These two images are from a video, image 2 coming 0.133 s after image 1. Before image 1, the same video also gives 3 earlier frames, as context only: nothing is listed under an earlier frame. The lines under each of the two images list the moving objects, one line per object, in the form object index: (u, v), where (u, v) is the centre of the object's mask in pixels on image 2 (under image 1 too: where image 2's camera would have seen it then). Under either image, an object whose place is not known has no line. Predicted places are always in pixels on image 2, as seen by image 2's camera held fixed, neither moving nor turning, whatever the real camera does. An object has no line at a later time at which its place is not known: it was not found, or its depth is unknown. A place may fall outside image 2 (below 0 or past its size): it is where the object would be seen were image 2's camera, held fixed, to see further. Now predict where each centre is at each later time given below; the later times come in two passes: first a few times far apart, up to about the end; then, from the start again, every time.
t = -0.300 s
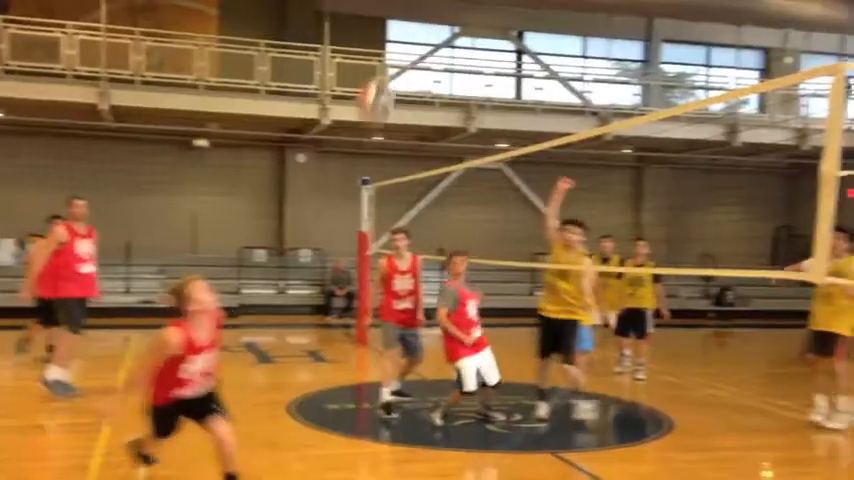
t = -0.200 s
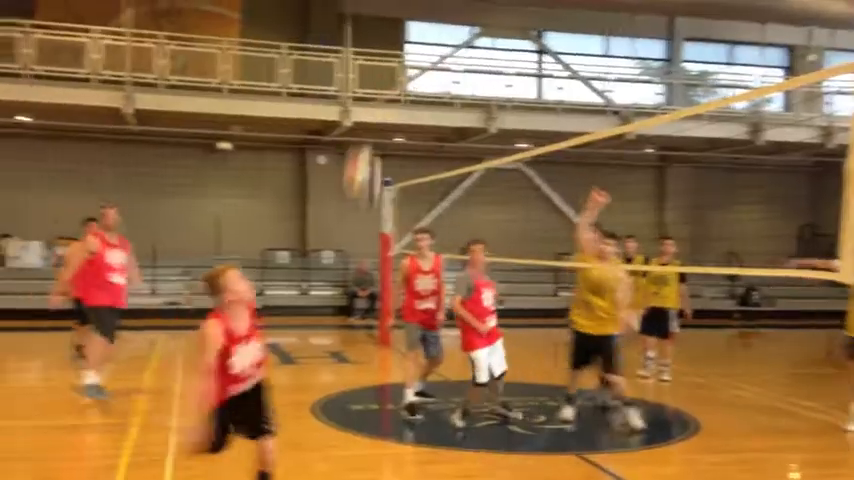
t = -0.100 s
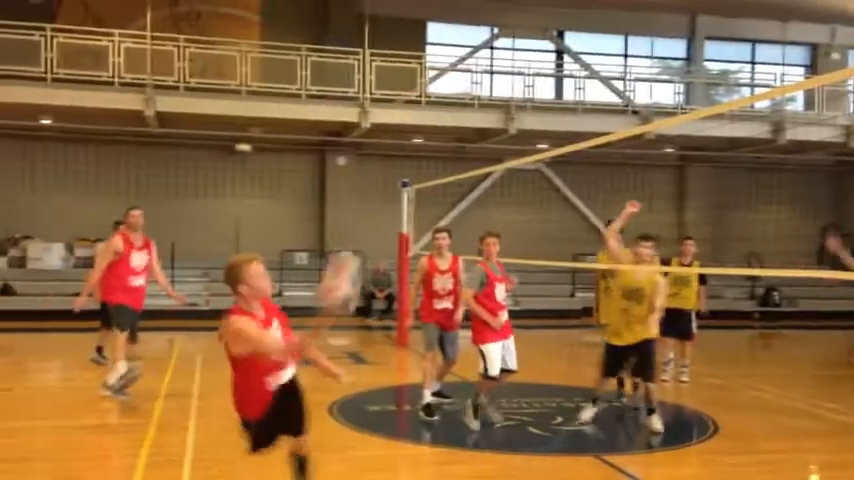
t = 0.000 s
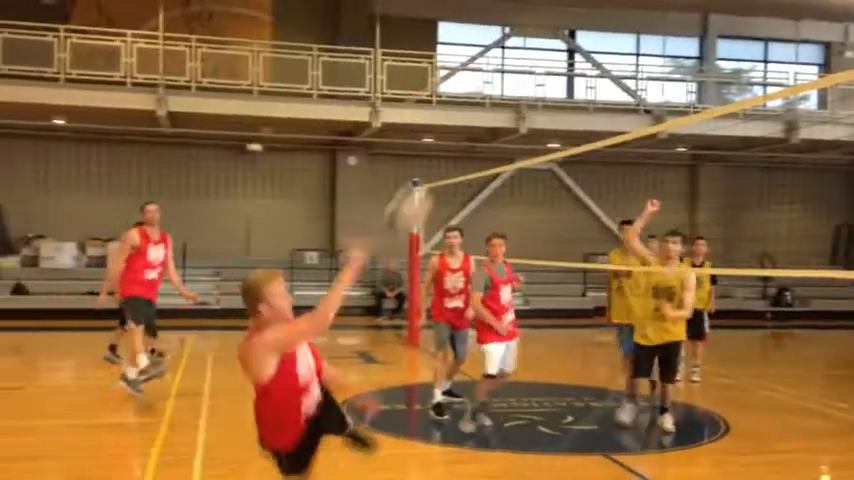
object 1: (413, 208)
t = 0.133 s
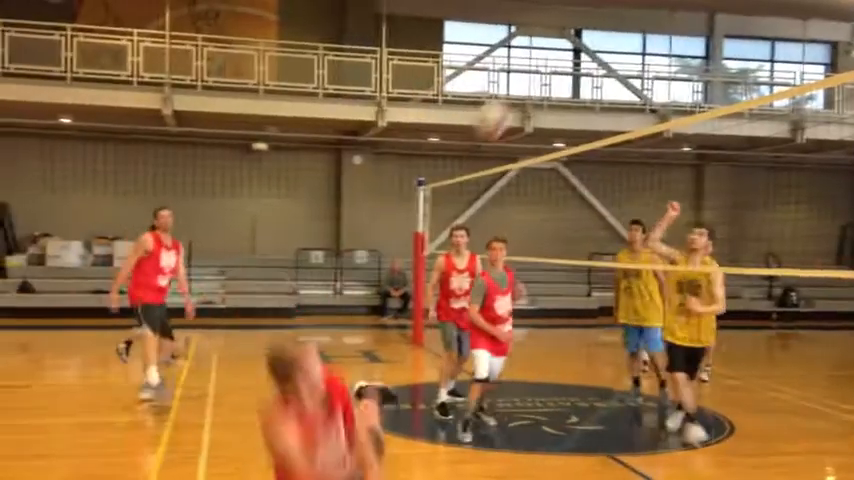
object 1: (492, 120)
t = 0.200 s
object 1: (521, 95)
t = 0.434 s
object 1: (606, 63)
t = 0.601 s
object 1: (646, 88)
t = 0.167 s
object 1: (509, 104)
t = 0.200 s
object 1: (521, 95)
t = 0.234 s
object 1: (537, 82)
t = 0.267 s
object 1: (549, 76)
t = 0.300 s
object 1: (563, 69)
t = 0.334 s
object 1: (574, 64)
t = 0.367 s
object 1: (585, 63)
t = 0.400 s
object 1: (597, 62)
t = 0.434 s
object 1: (606, 63)
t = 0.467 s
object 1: (614, 65)
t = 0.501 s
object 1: (623, 70)
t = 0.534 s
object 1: (630, 74)
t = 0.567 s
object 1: (640, 80)
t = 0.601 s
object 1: (646, 88)
